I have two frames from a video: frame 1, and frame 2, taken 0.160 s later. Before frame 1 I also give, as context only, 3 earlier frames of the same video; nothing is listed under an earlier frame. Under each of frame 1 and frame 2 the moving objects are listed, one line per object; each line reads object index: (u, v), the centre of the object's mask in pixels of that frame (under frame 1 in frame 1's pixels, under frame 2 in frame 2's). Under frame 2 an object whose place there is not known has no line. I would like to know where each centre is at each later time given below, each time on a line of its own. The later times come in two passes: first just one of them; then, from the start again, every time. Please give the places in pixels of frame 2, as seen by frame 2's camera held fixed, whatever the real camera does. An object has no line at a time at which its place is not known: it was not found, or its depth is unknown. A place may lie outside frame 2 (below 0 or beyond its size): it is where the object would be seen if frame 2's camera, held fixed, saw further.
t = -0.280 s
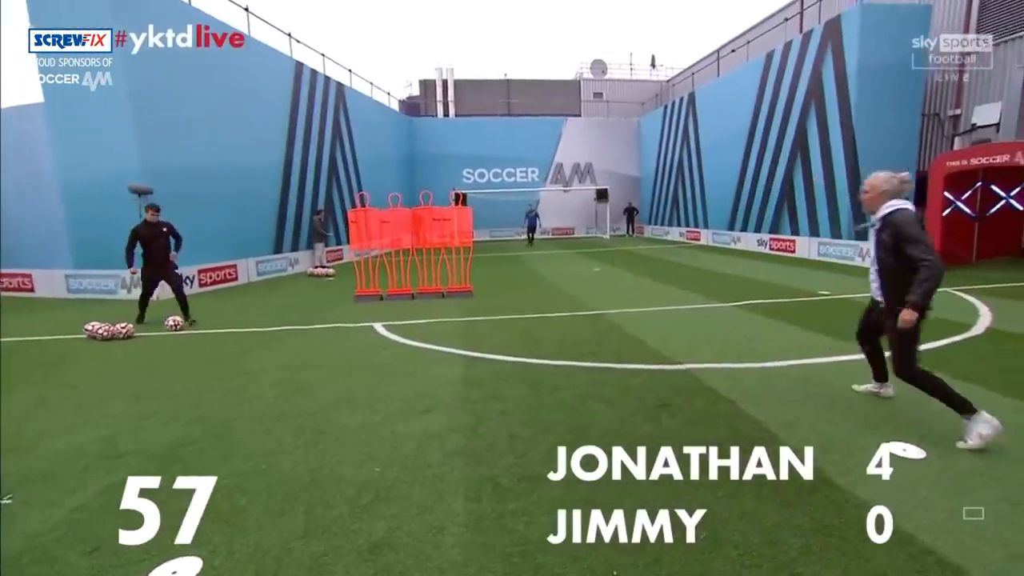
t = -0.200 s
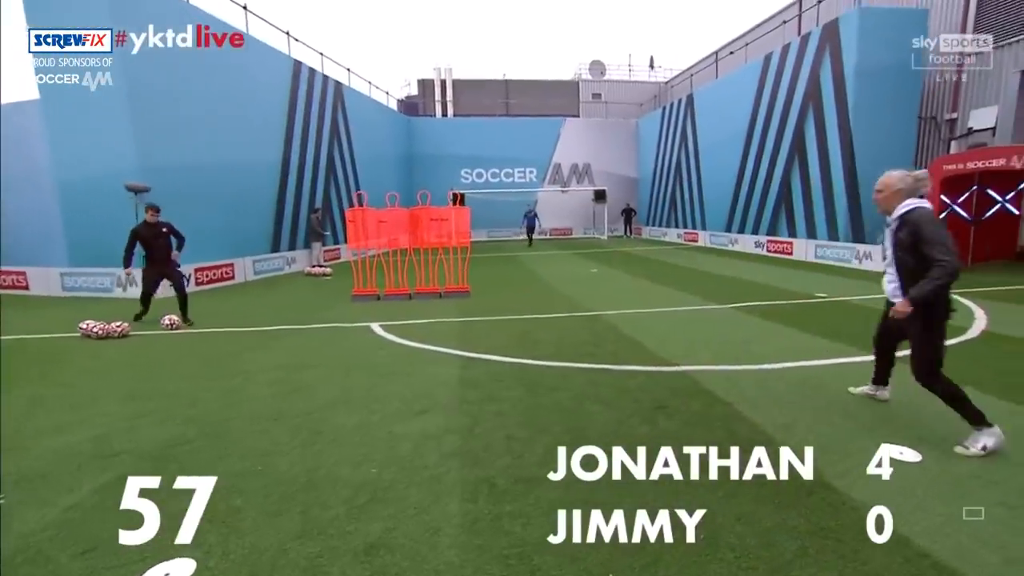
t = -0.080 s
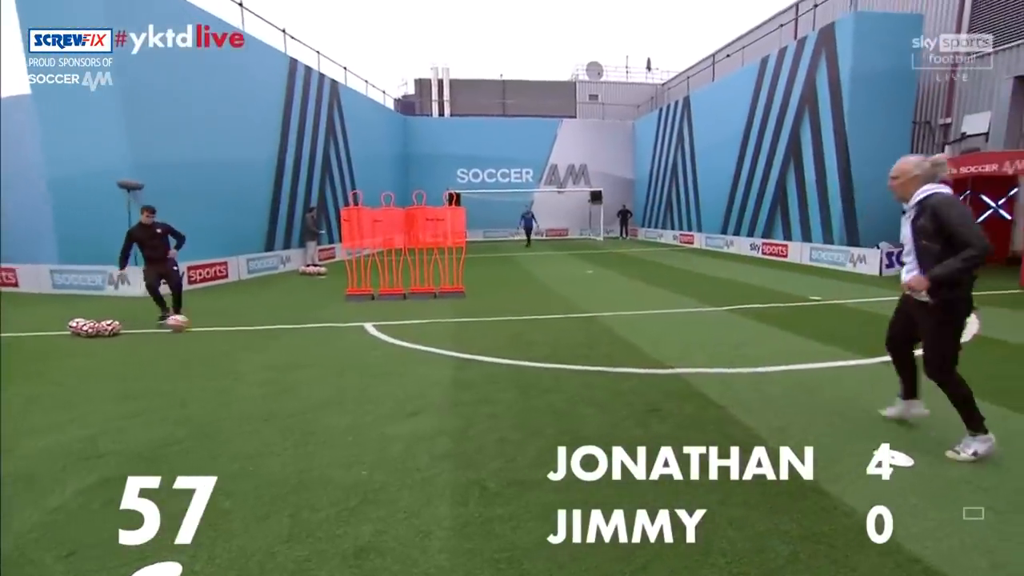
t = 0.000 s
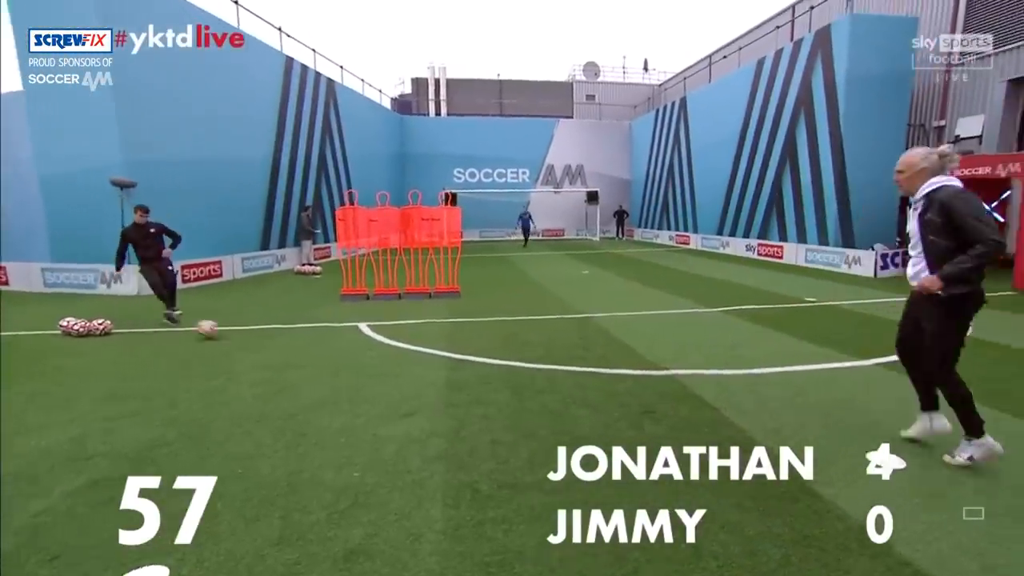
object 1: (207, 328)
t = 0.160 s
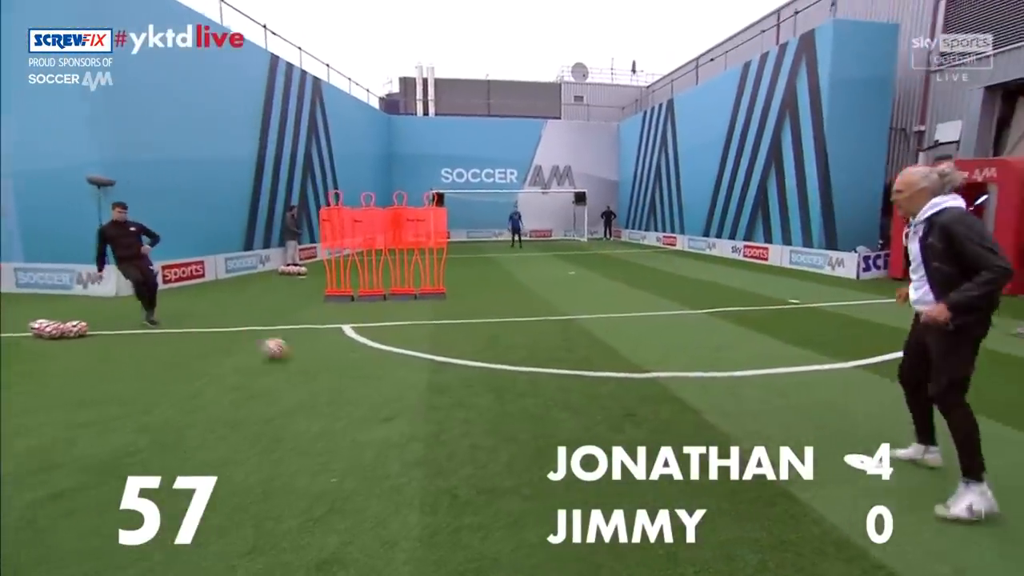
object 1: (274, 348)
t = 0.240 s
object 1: (324, 356)
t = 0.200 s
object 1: (299, 352)
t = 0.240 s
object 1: (324, 356)
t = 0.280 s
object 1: (350, 356)
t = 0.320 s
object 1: (382, 361)
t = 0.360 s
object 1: (415, 369)
